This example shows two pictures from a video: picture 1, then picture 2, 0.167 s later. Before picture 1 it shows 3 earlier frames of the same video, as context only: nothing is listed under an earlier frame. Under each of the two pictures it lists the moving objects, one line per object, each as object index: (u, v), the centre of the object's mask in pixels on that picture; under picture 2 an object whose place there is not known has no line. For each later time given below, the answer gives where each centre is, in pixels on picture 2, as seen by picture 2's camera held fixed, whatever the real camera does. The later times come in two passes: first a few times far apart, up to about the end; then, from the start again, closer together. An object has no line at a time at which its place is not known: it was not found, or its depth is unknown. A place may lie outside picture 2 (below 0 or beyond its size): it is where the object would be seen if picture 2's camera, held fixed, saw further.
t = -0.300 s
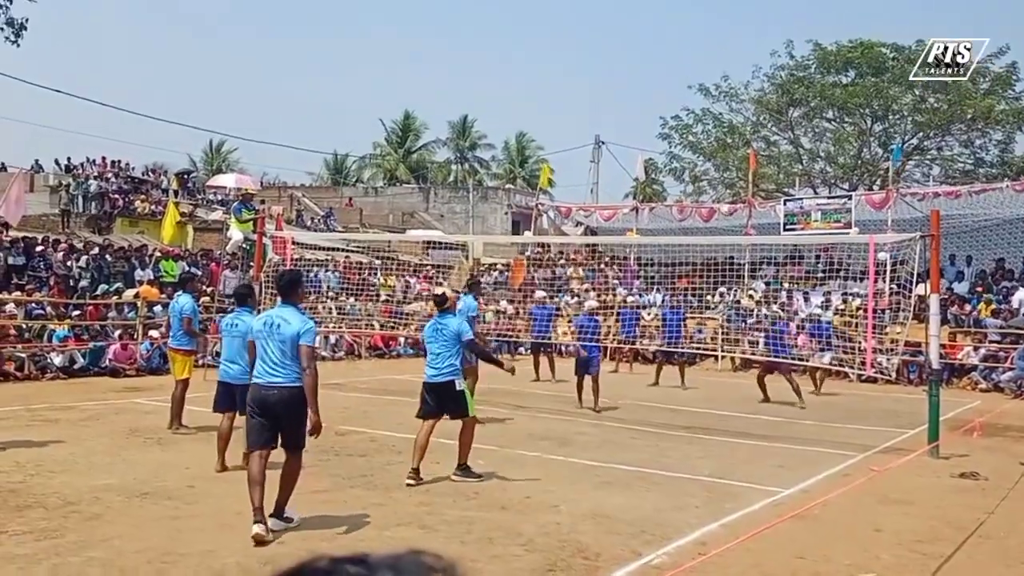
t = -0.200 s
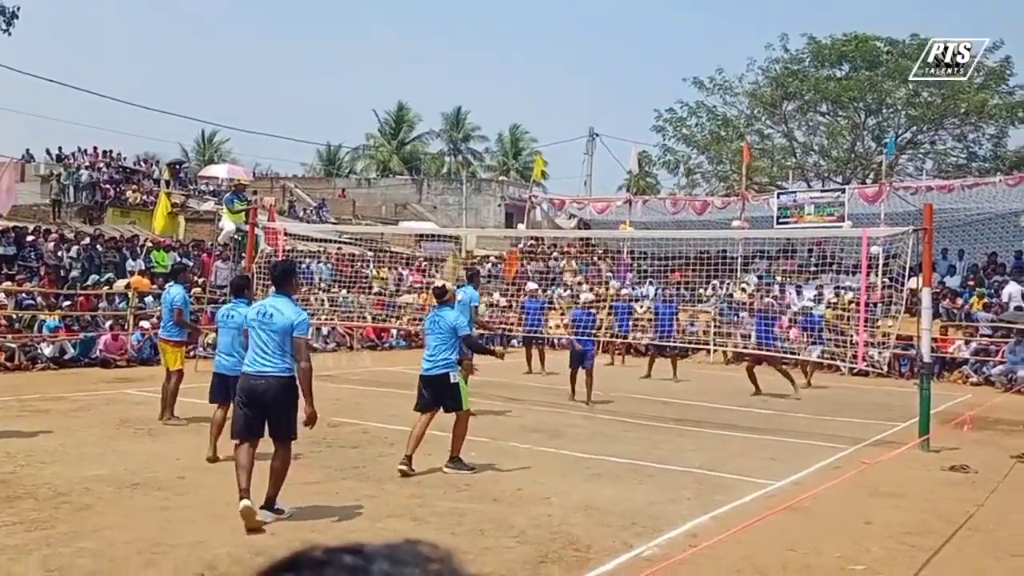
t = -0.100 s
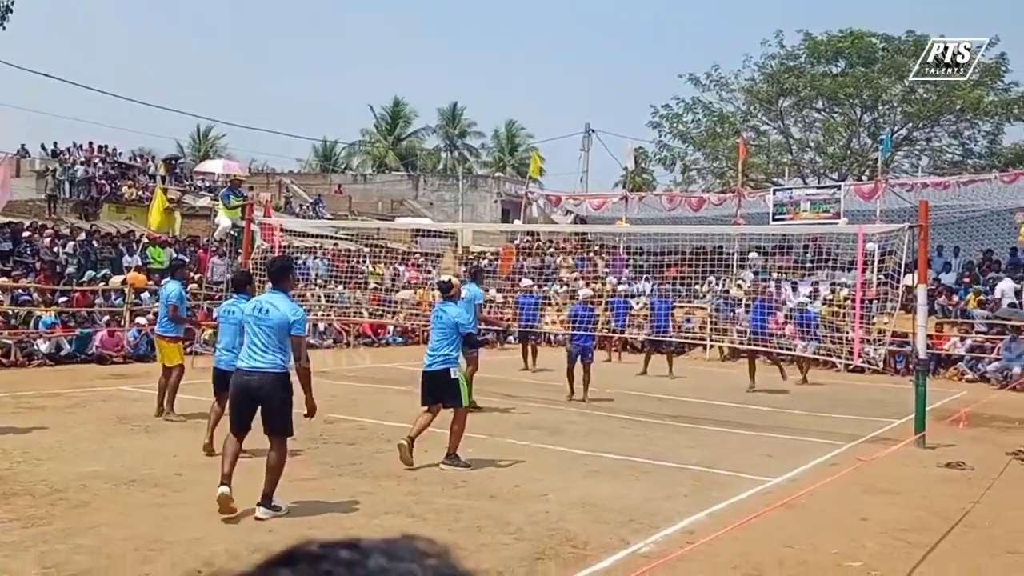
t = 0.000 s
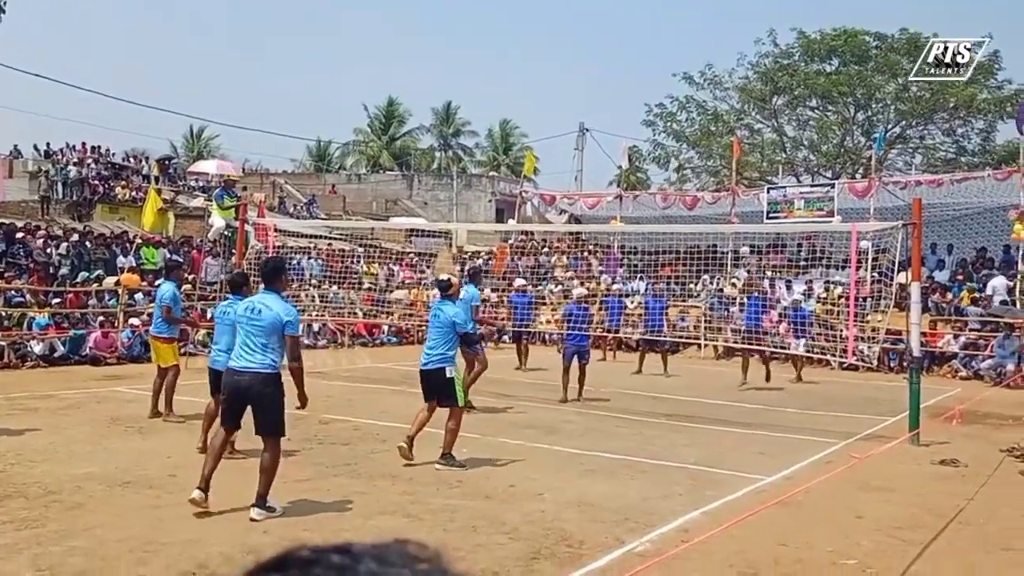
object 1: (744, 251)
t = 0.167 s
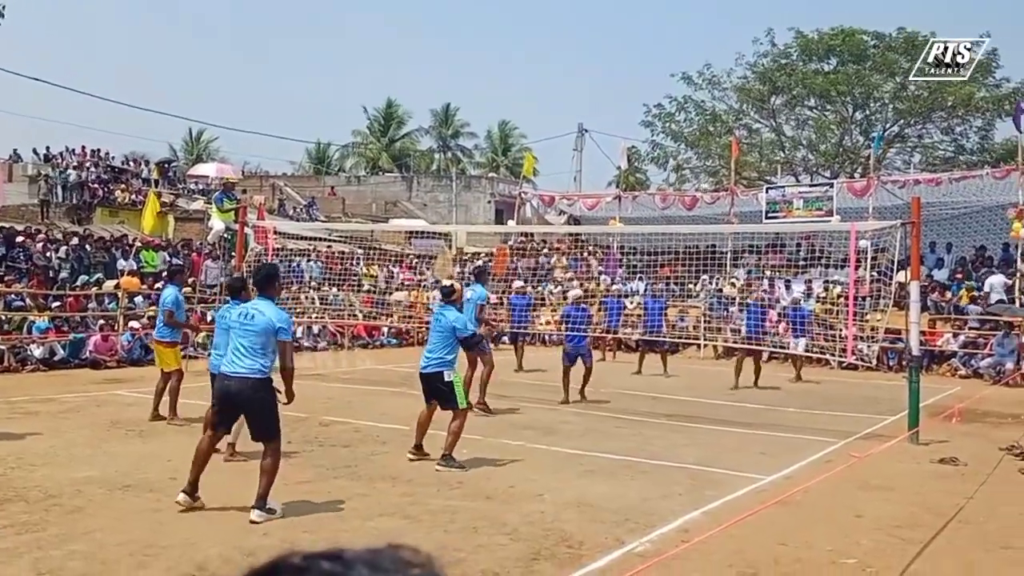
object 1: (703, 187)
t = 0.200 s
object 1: (696, 176)
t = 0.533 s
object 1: (602, 95)
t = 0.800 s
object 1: (508, 77)
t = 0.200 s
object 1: (696, 176)
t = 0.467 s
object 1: (622, 106)
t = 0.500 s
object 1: (613, 100)
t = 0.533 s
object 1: (602, 95)
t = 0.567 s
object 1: (592, 90)
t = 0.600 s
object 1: (582, 86)
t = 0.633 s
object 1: (570, 82)
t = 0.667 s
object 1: (558, 79)
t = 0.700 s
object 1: (546, 78)
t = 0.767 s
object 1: (521, 76)
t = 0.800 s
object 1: (508, 77)
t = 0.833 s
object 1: (495, 79)
